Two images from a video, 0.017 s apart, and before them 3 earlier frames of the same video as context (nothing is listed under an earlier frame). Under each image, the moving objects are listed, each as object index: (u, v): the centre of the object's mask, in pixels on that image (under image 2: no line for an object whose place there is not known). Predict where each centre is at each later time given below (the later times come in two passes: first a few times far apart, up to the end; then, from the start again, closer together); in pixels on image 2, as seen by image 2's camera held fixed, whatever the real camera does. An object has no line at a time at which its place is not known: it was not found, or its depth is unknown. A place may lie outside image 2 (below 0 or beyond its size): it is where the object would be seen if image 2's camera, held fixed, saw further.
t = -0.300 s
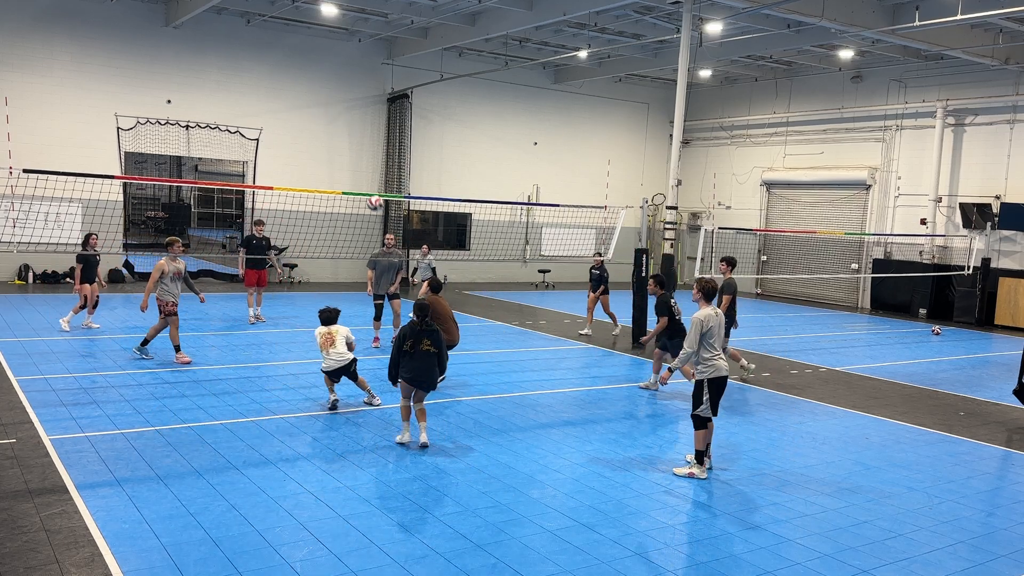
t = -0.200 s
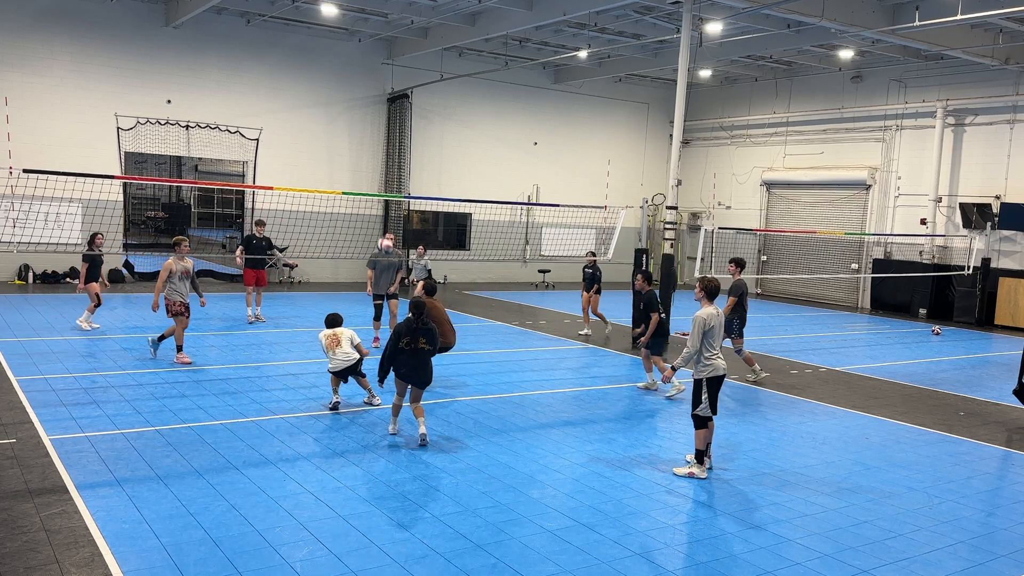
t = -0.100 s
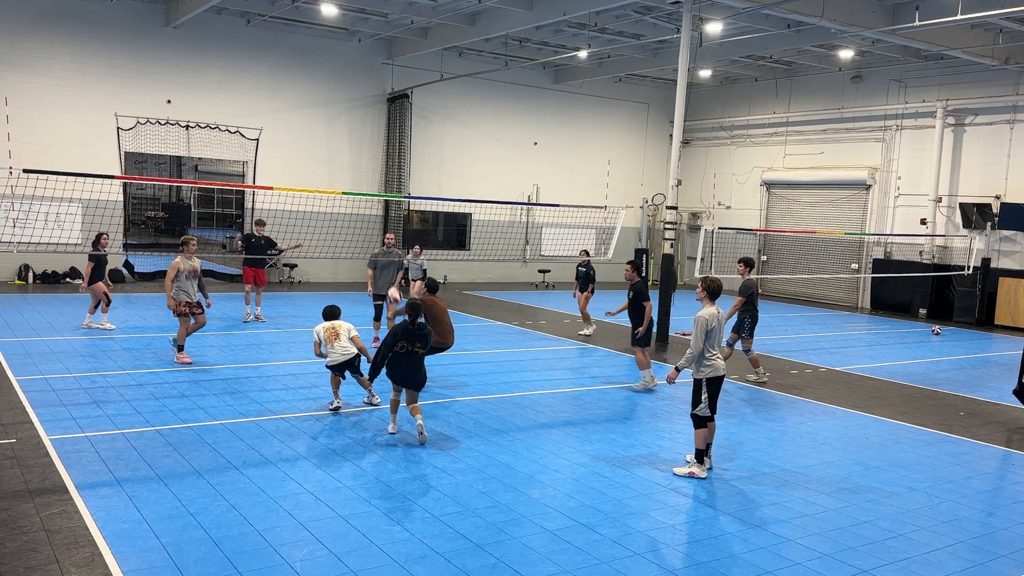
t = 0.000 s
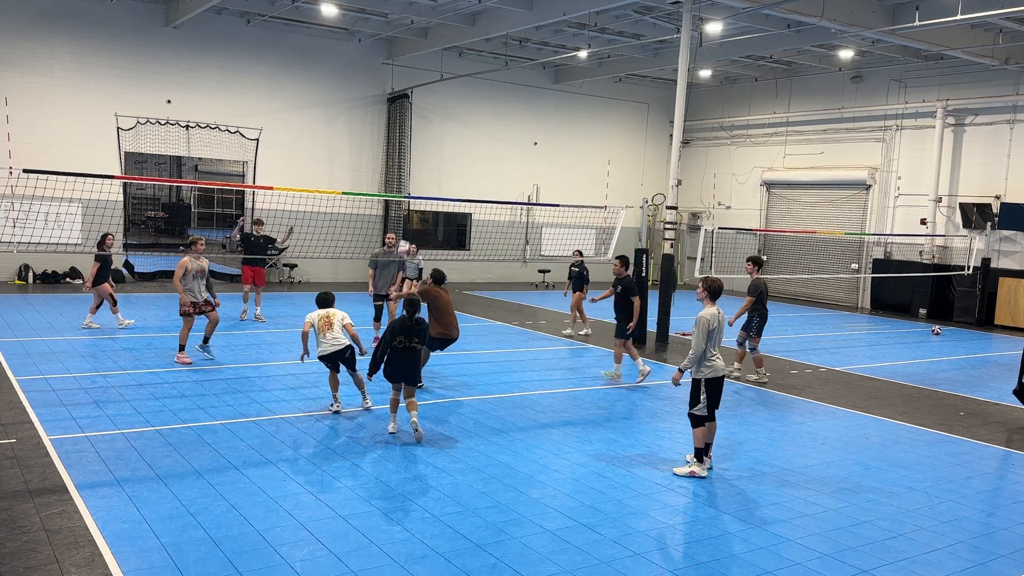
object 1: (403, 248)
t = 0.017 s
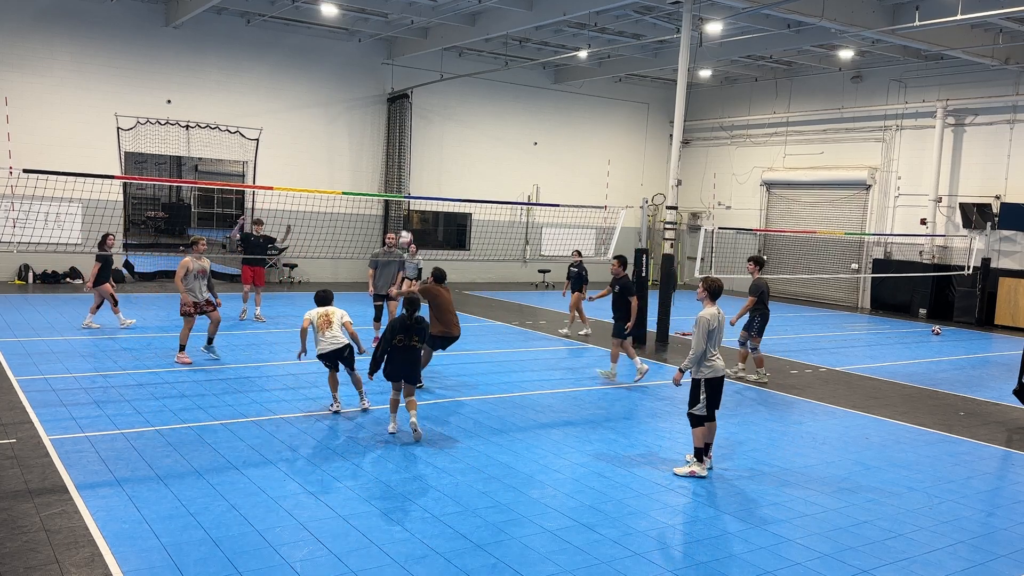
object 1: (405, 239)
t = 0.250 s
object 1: (423, 125)
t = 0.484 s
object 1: (437, 55)
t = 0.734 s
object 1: (451, 28)
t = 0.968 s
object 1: (462, 47)
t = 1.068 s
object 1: (465, 67)
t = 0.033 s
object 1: (407, 230)
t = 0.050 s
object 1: (407, 221)
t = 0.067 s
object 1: (409, 211)
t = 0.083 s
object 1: (410, 202)
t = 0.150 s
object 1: (416, 169)
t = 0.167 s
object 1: (417, 161)
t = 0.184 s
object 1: (418, 154)
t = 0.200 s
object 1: (419, 146)
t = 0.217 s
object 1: (420, 139)
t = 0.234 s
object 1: (422, 132)
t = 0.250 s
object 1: (423, 125)
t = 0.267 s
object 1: (424, 119)
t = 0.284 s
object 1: (425, 113)
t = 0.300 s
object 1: (426, 106)
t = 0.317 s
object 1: (427, 101)
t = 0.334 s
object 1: (428, 95)
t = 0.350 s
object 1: (429, 90)
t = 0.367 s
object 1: (430, 85)
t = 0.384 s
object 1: (432, 80)
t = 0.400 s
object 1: (432, 75)
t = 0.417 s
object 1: (433, 71)
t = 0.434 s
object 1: (434, 67)
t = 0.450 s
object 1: (435, 62)
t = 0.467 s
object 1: (436, 59)
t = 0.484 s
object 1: (437, 55)
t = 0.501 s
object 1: (438, 52)
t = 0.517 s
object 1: (439, 49)
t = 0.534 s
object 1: (440, 46)
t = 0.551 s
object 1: (442, 43)
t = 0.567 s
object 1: (443, 41)
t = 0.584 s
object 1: (443, 39)
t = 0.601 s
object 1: (444, 37)
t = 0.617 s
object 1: (445, 35)
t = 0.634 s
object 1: (446, 34)
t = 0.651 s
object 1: (447, 32)
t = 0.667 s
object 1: (448, 31)
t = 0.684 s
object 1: (448, 30)
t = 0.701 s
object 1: (449, 29)
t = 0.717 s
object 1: (450, 29)
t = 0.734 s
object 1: (451, 28)
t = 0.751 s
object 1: (452, 28)
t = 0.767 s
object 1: (453, 28)
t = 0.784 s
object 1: (454, 29)
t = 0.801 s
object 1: (454, 29)
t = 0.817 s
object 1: (455, 30)
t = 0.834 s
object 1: (456, 31)
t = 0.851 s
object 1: (457, 33)
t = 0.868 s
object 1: (457, 34)
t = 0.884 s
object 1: (458, 35)
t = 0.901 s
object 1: (459, 37)
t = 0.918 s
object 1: (459, 39)
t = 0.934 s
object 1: (460, 41)
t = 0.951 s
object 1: (461, 44)
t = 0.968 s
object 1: (462, 47)
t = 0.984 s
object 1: (463, 50)
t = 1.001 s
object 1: (463, 53)
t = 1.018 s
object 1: (464, 57)
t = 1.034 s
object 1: (464, 60)
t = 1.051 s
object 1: (465, 63)
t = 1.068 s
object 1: (465, 67)
